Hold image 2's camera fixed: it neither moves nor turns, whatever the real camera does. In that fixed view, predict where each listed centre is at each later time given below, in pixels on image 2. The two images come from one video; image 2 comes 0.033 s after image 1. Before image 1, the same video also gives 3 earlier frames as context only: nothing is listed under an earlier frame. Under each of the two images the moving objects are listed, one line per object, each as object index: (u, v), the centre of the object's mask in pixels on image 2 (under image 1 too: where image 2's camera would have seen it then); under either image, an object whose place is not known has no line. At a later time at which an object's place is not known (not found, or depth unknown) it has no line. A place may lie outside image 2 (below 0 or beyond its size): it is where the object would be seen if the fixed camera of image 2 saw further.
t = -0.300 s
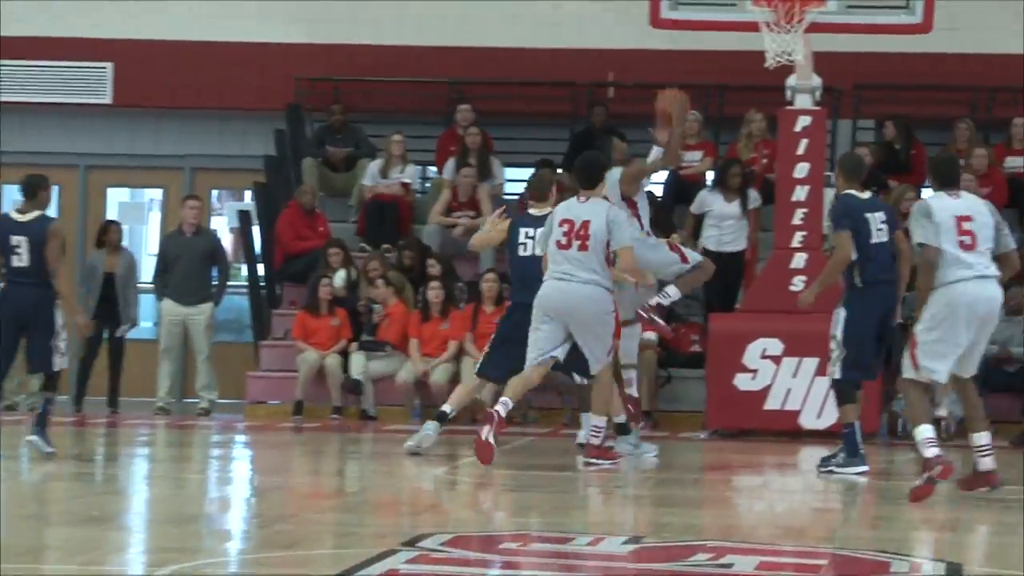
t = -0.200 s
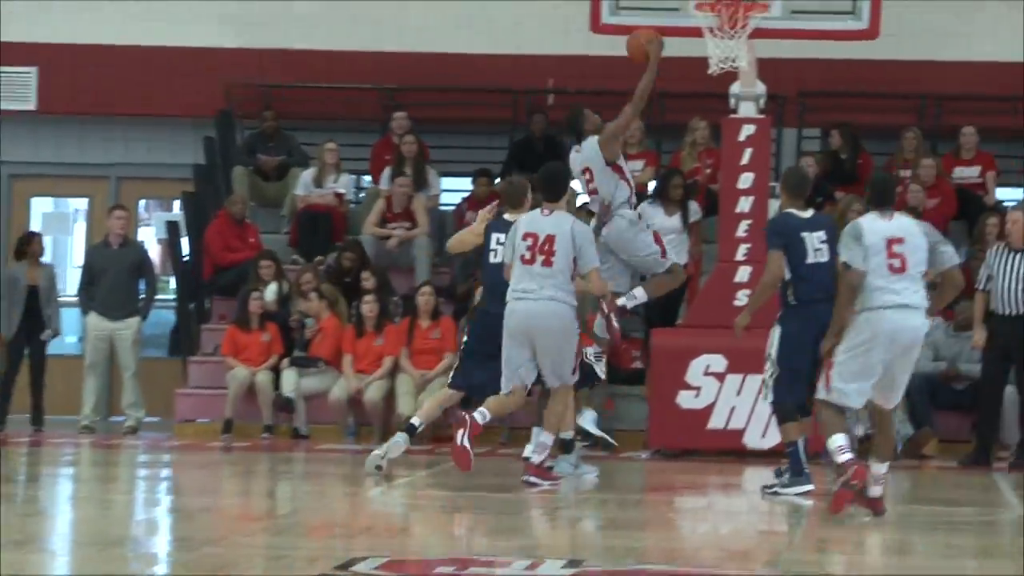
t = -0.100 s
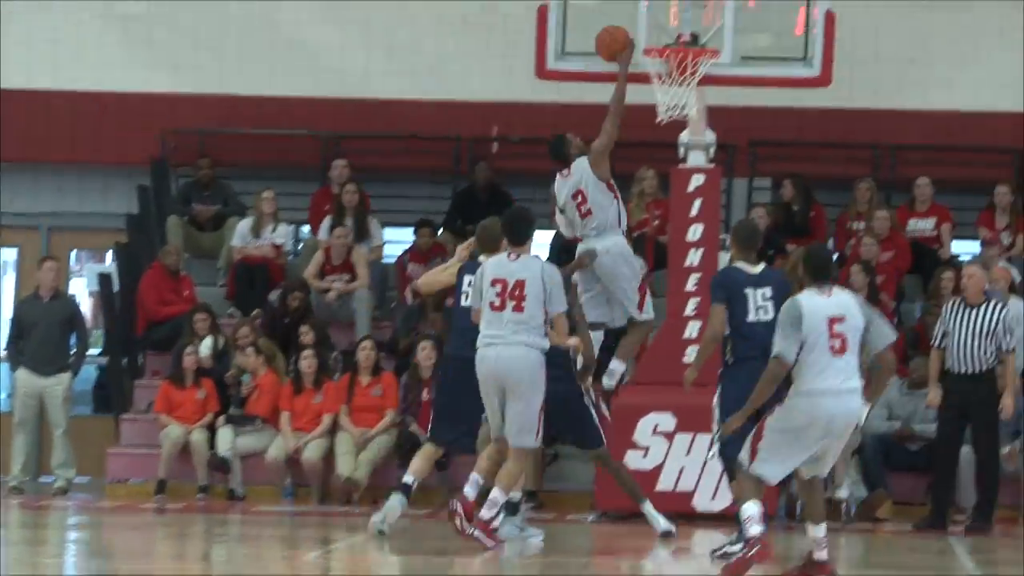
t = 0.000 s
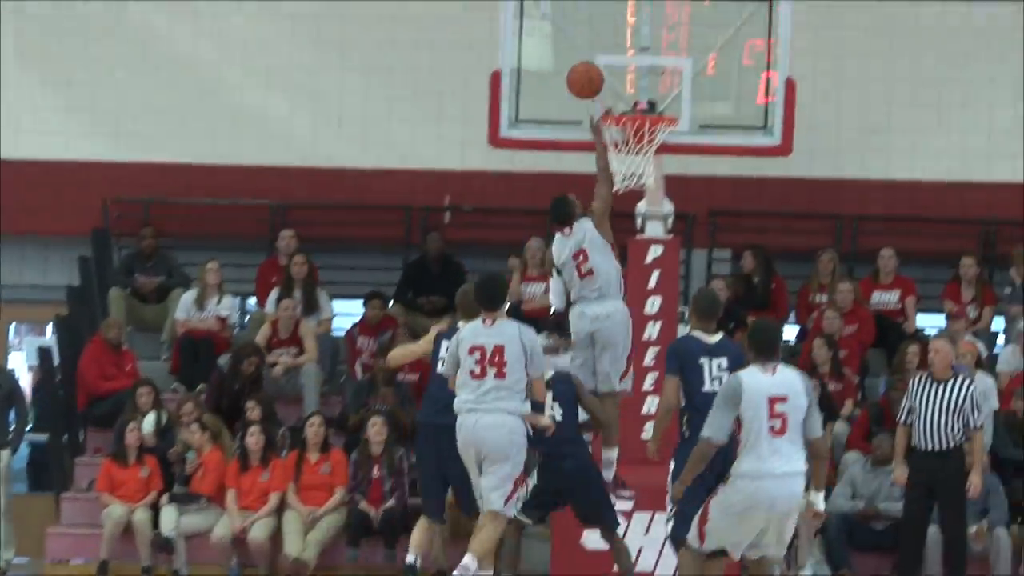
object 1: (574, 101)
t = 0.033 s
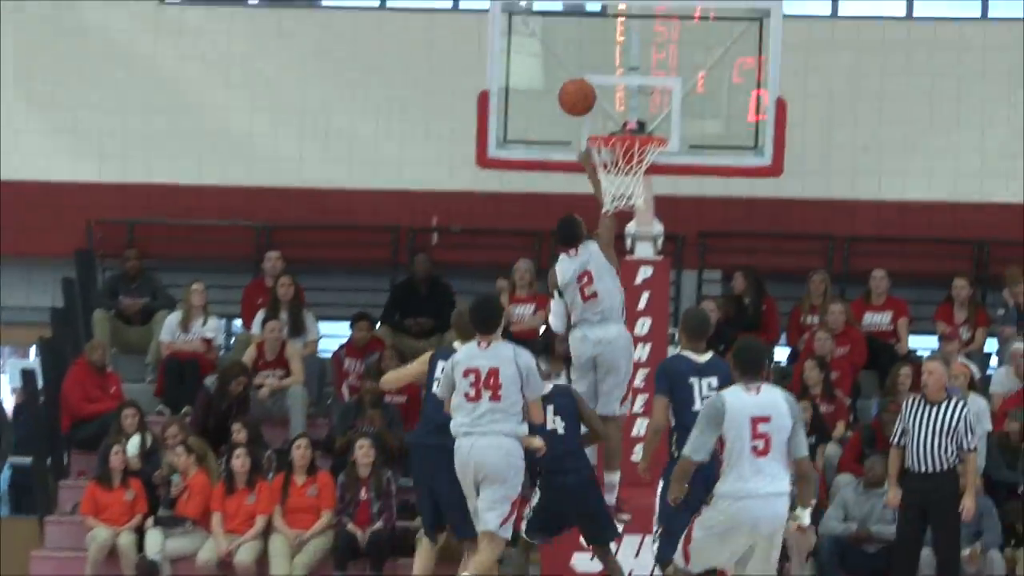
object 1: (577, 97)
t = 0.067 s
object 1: (580, 96)
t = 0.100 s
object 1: (583, 97)
